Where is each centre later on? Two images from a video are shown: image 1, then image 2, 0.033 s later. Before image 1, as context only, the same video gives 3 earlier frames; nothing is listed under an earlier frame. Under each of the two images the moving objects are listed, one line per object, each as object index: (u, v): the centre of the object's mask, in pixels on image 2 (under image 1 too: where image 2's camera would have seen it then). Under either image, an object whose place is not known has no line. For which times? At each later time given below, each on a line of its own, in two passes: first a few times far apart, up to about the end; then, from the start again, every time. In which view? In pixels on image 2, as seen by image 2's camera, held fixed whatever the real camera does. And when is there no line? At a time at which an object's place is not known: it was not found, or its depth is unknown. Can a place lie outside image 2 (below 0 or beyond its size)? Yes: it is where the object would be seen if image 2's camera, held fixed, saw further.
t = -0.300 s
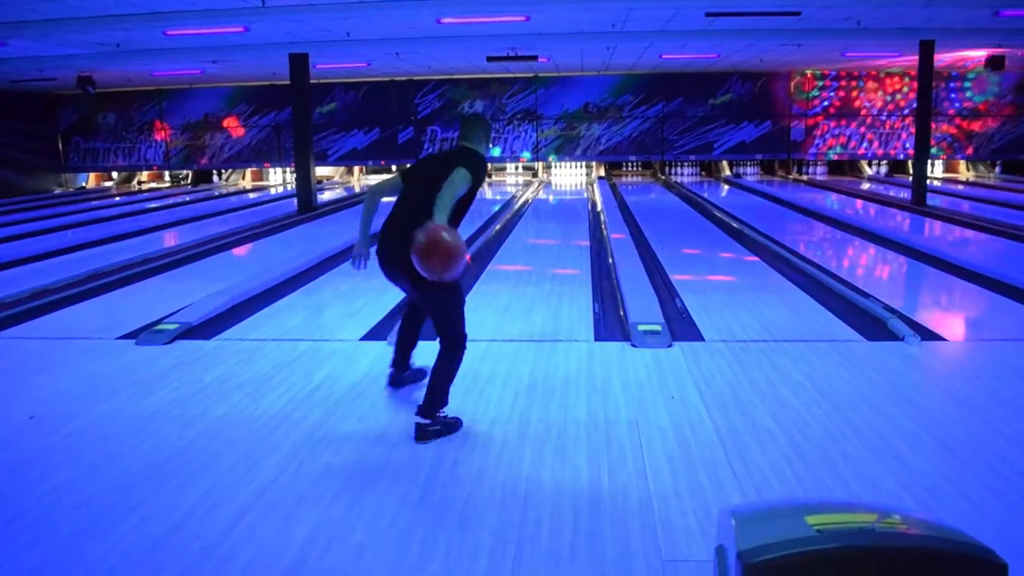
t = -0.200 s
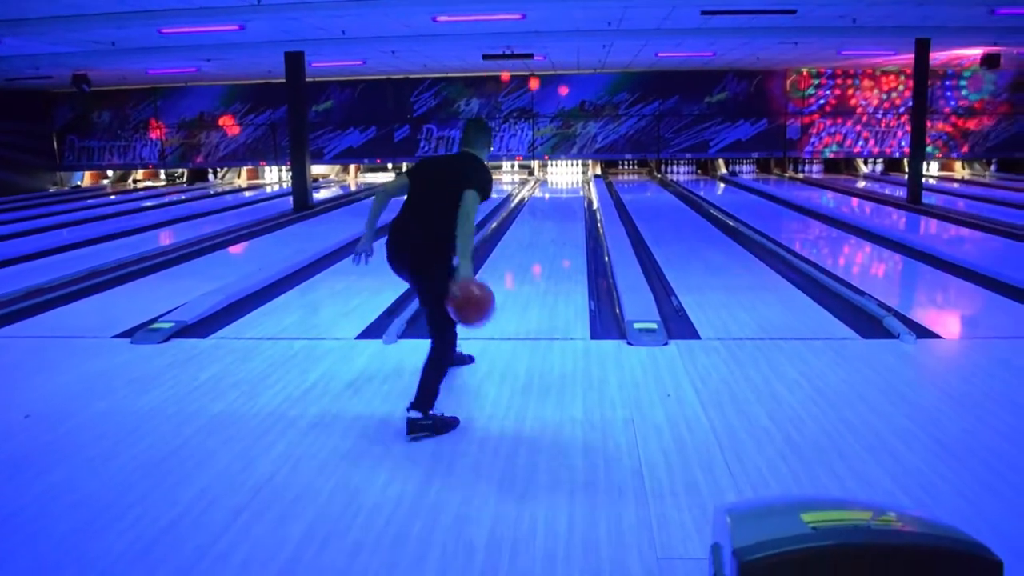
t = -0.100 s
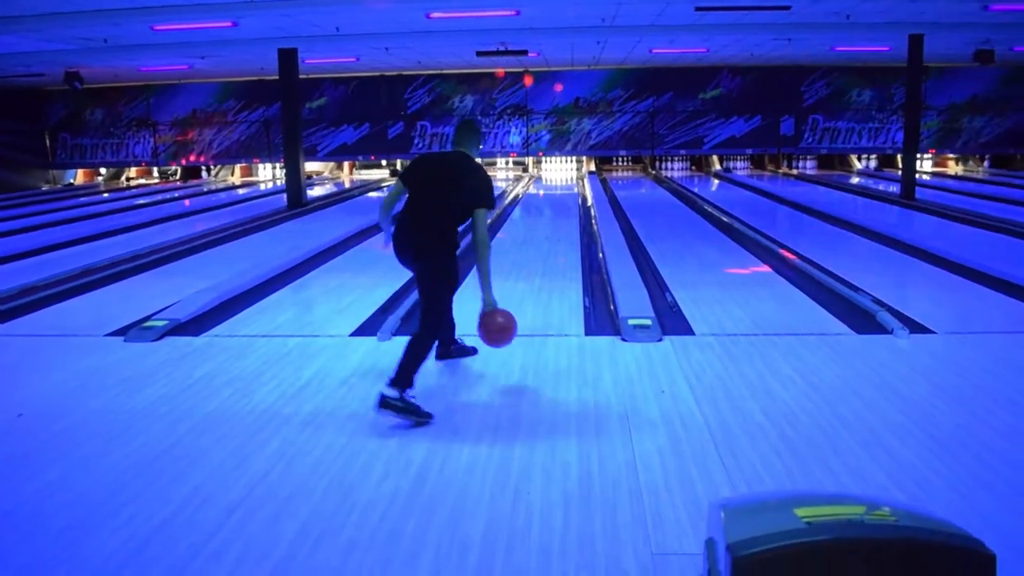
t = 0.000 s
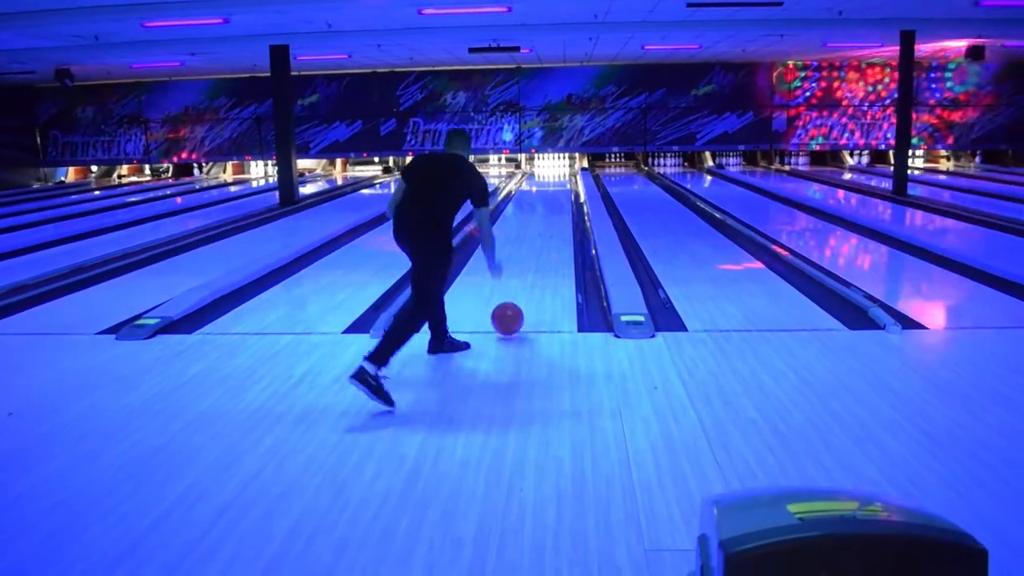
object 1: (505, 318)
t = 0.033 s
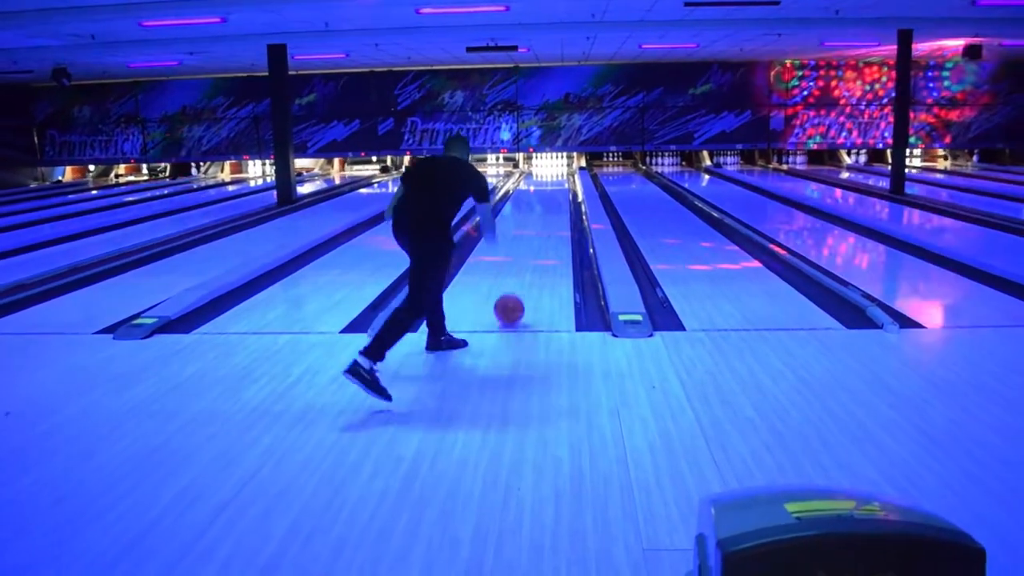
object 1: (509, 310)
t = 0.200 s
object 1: (523, 272)
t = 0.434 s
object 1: (536, 240)
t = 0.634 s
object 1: (542, 221)
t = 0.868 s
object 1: (548, 206)
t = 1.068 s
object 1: (550, 196)
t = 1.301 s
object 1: (554, 188)
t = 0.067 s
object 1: (512, 298)
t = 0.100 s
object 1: (515, 289)
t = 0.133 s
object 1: (518, 283)
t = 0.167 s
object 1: (521, 278)
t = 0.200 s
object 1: (523, 272)
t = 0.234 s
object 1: (526, 267)
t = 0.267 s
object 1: (527, 262)
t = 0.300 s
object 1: (529, 257)
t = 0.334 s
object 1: (531, 252)
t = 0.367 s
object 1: (533, 247)
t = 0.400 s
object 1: (534, 244)
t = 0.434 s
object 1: (536, 240)
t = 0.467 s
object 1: (537, 236)
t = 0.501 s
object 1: (538, 233)
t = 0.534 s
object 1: (540, 230)
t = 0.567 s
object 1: (541, 227)
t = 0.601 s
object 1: (542, 224)
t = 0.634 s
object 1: (542, 221)
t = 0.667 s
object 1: (543, 219)
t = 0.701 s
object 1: (544, 217)
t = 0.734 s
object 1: (545, 215)
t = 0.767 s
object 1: (545, 212)
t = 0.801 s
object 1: (546, 210)
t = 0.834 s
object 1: (547, 208)
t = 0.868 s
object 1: (548, 206)
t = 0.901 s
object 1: (548, 204)
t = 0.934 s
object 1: (548, 202)
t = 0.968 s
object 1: (549, 200)
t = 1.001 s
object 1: (549, 199)
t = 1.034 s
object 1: (550, 197)
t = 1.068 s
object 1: (550, 196)
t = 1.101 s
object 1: (551, 194)
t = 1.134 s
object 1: (552, 193)
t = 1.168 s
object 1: (552, 192)
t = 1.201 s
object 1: (553, 191)
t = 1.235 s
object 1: (553, 190)
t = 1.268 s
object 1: (554, 189)
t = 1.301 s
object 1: (554, 188)
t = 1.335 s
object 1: (554, 188)
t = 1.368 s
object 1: (554, 187)
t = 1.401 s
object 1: (554, 185)
